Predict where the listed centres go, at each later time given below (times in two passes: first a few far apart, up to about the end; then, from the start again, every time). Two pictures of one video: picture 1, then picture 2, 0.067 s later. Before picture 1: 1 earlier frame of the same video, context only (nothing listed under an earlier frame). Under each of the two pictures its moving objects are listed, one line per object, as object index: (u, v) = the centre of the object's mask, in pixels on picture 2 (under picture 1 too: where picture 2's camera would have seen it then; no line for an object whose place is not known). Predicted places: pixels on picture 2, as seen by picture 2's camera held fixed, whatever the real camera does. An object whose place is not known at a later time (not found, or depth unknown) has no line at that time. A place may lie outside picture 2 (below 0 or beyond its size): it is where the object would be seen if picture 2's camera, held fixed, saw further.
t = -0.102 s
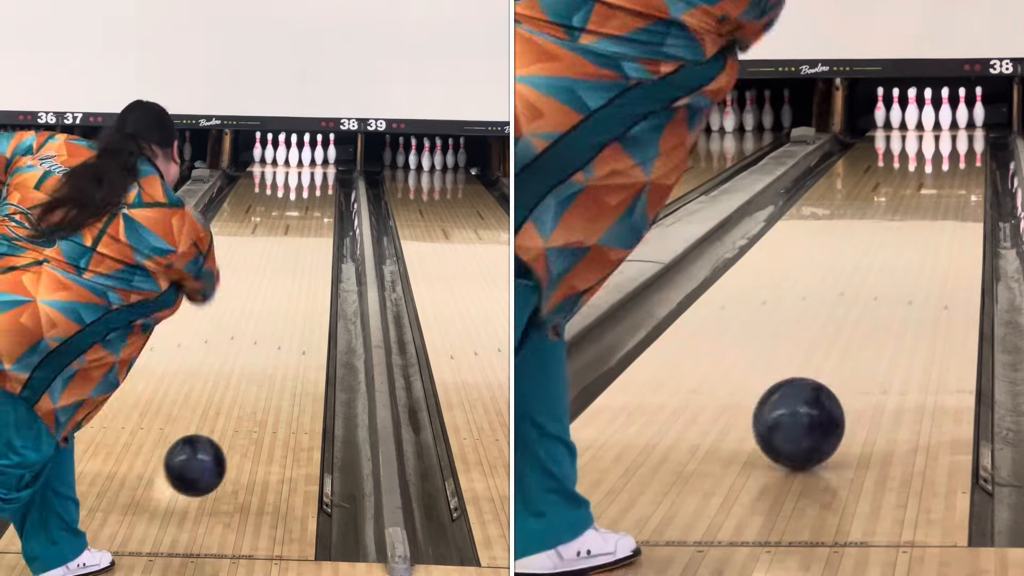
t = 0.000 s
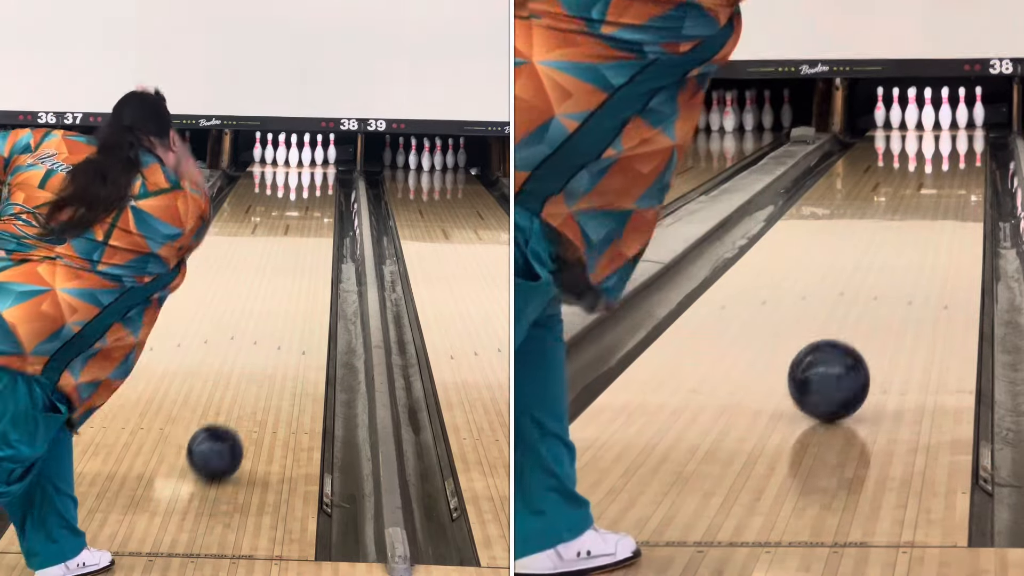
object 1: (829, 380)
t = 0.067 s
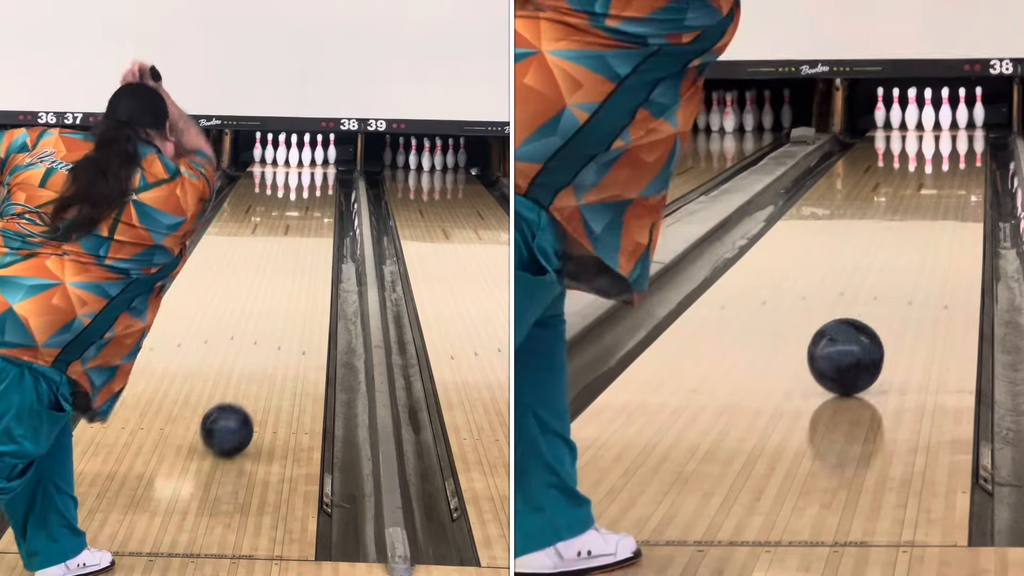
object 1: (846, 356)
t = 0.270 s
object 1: (884, 300)
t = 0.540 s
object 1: (917, 249)
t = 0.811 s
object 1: (939, 214)
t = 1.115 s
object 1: (954, 185)
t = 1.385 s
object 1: (962, 164)
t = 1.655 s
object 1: (964, 150)
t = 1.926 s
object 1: (960, 138)
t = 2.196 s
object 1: (950, 129)
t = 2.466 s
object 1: (937, 121)
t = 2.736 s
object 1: (920, 116)
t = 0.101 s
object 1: (853, 346)
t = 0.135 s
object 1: (860, 335)
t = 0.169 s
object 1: (866, 326)
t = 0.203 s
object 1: (873, 316)
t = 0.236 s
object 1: (878, 308)
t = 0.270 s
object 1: (884, 300)
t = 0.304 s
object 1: (889, 292)
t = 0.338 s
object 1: (894, 285)
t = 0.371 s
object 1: (898, 278)
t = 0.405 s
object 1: (902, 272)
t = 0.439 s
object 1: (906, 265)
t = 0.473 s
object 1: (910, 260)
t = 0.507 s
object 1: (914, 254)
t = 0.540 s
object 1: (917, 249)
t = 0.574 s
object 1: (920, 244)
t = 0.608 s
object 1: (923, 239)
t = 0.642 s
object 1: (926, 235)
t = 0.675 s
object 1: (929, 230)
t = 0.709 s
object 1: (932, 226)
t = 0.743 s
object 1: (934, 222)
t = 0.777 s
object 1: (937, 218)
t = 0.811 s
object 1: (939, 214)
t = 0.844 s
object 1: (941, 211)
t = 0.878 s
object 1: (943, 207)
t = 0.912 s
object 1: (945, 203)
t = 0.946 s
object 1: (947, 200)
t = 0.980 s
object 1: (949, 197)
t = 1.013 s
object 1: (950, 194)
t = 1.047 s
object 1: (952, 191)
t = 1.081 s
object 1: (953, 188)
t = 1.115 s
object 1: (954, 185)
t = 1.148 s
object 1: (956, 183)
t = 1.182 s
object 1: (957, 180)
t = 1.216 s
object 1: (959, 175)
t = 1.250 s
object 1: (960, 172)
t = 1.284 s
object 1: (961, 170)
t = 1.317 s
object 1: (962, 168)
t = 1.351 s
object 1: (962, 166)
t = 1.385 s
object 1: (962, 164)
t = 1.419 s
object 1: (963, 162)
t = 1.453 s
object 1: (964, 160)
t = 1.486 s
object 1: (964, 158)
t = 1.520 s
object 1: (964, 156)
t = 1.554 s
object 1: (965, 154)
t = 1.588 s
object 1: (964, 153)
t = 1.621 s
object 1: (964, 151)
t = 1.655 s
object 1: (964, 150)
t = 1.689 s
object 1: (963, 149)
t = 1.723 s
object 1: (964, 146)
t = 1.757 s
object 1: (964, 145)
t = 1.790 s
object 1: (963, 143)
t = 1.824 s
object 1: (962, 142)
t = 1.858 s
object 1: (961, 141)
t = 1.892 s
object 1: (961, 139)
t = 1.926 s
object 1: (960, 138)
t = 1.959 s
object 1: (959, 137)
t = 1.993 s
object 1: (958, 135)
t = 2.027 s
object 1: (956, 134)
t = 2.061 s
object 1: (956, 133)
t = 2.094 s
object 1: (954, 132)
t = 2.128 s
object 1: (953, 131)
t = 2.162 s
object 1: (951, 130)
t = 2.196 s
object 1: (950, 129)
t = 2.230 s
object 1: (949, 128)
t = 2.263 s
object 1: (947, 127)
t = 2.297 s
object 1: (945, 126)
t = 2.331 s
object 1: (944, 125)
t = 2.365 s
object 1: (942, 124)
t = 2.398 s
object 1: (941, 123)
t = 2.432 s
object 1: (938, 122)
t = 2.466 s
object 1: (937, 121)
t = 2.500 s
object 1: (934, 120)
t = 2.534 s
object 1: (933, 120)
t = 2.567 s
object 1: (933, 119)
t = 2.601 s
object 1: (932, 118)
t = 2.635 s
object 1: (930, 119)
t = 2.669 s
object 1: (927, 118)
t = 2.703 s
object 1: (924, 117)
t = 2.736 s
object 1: (920, 116)
